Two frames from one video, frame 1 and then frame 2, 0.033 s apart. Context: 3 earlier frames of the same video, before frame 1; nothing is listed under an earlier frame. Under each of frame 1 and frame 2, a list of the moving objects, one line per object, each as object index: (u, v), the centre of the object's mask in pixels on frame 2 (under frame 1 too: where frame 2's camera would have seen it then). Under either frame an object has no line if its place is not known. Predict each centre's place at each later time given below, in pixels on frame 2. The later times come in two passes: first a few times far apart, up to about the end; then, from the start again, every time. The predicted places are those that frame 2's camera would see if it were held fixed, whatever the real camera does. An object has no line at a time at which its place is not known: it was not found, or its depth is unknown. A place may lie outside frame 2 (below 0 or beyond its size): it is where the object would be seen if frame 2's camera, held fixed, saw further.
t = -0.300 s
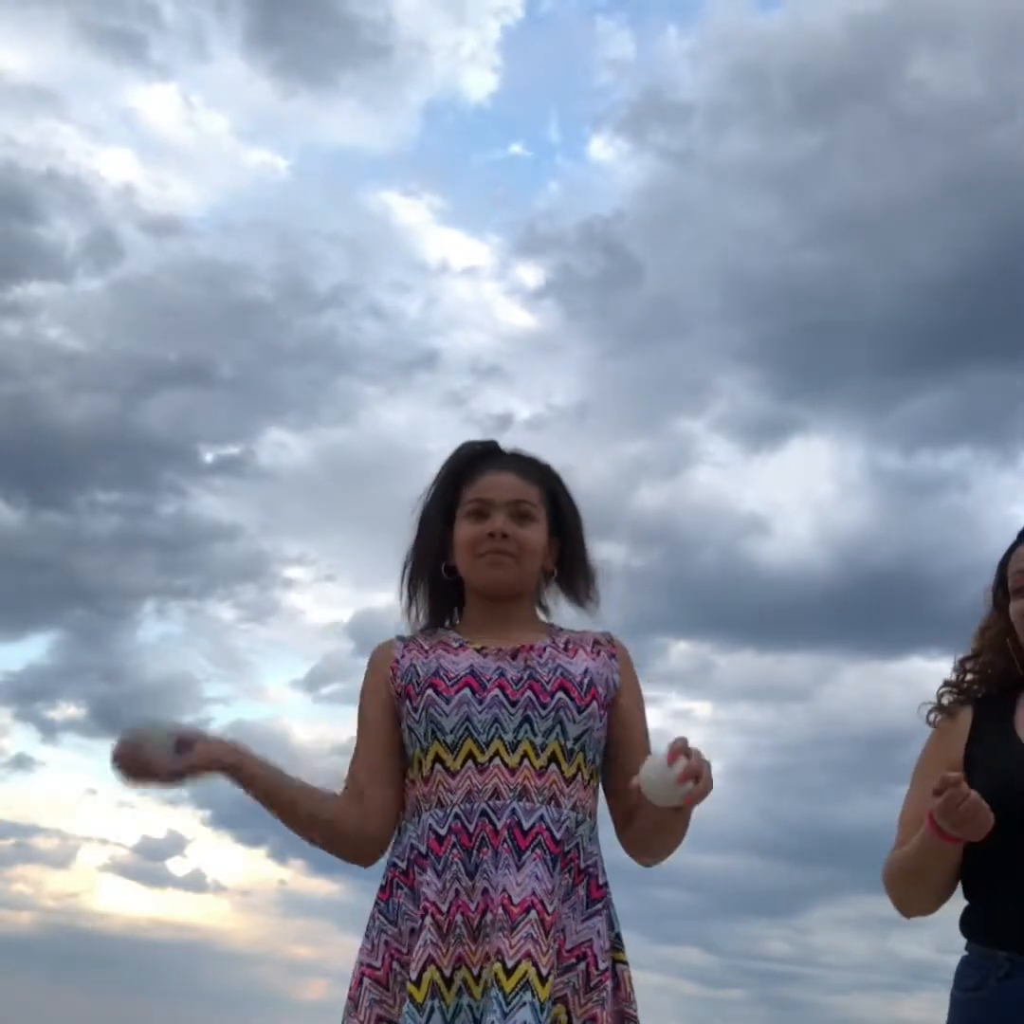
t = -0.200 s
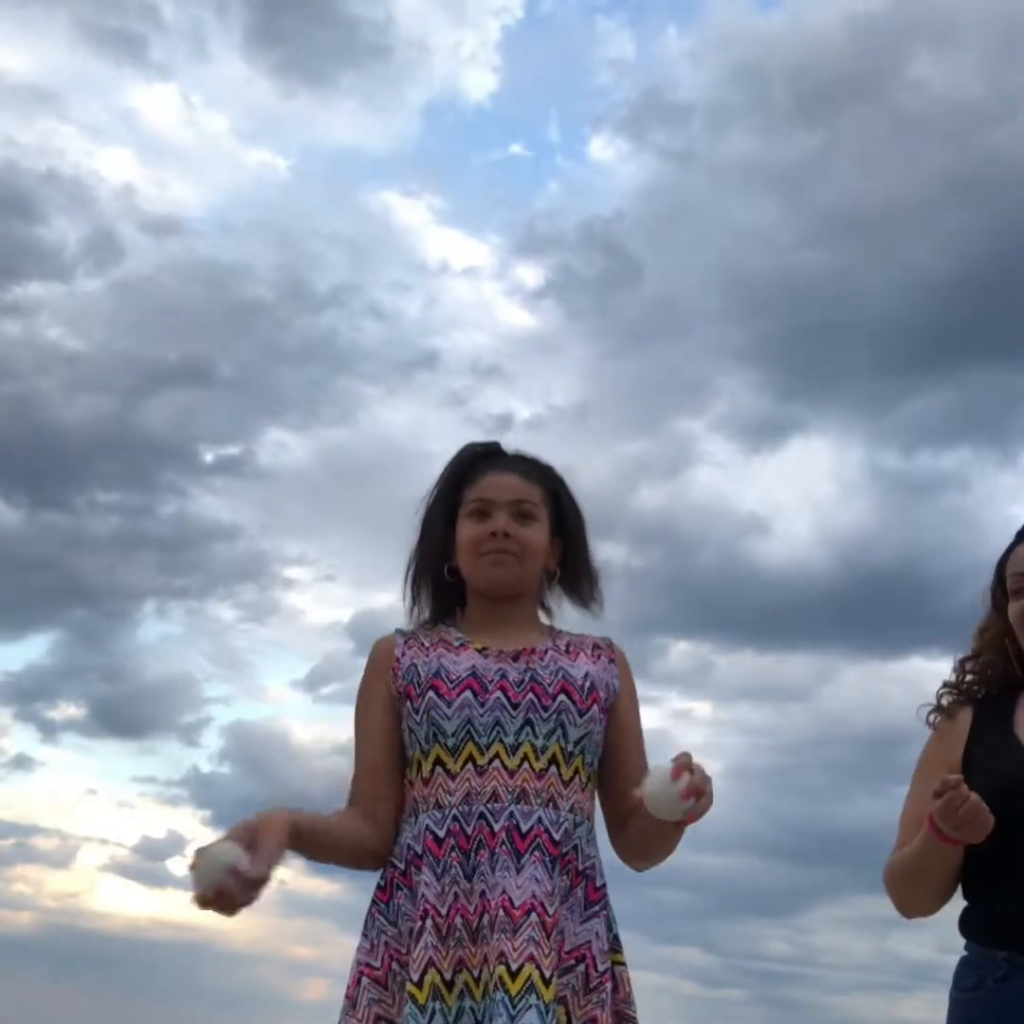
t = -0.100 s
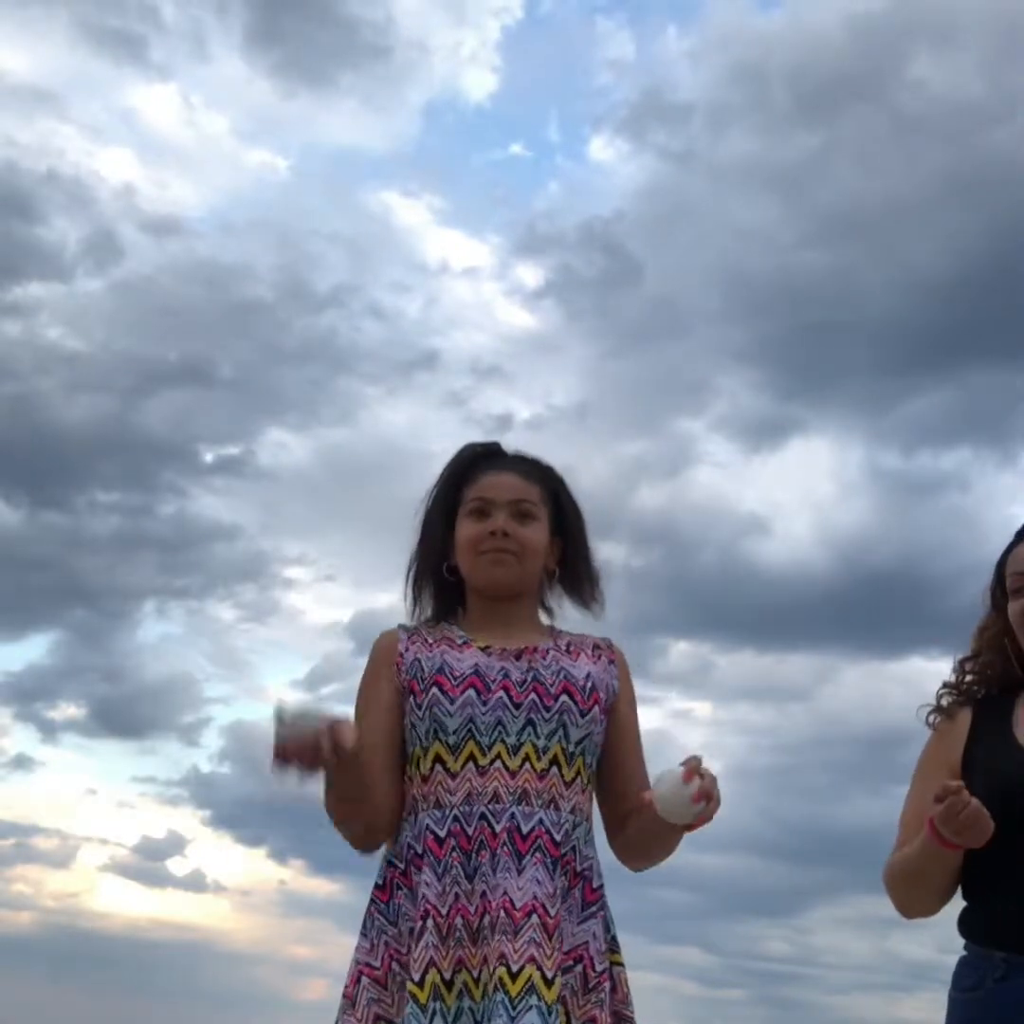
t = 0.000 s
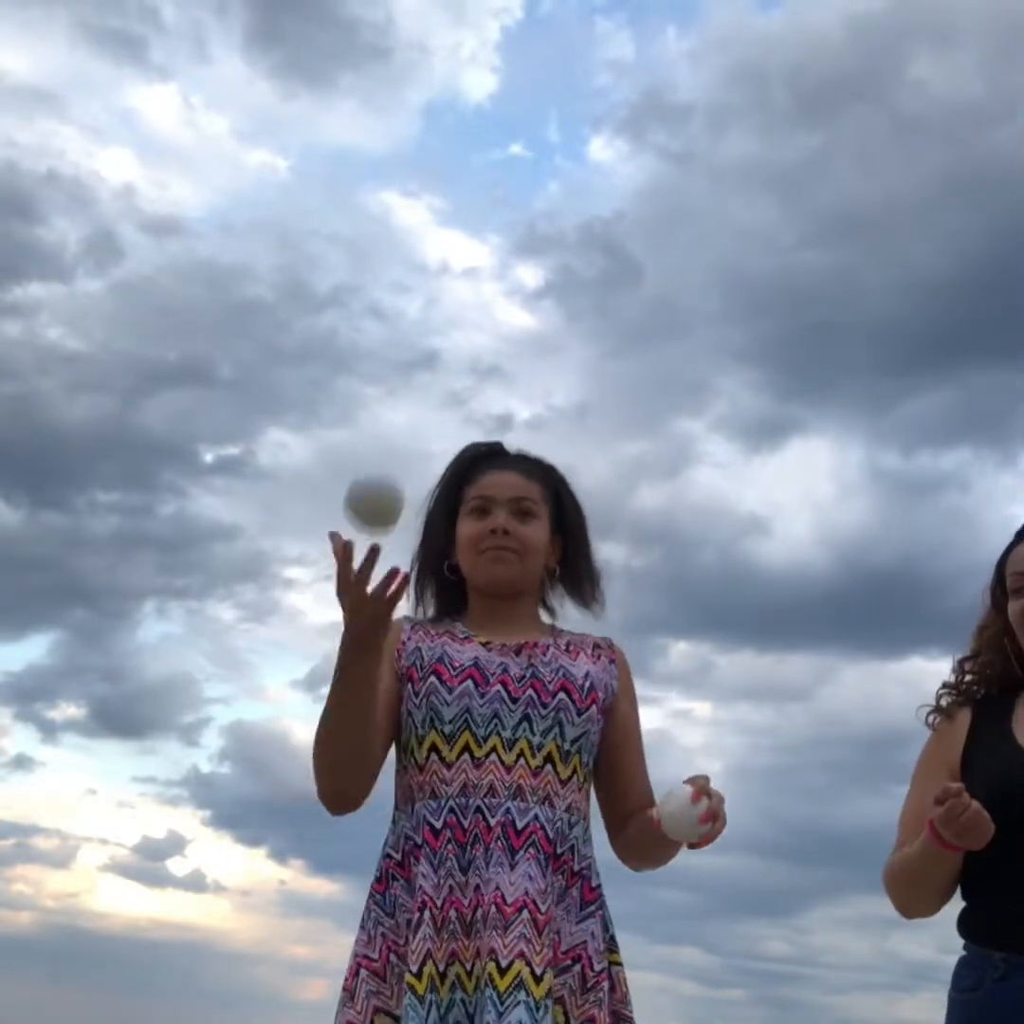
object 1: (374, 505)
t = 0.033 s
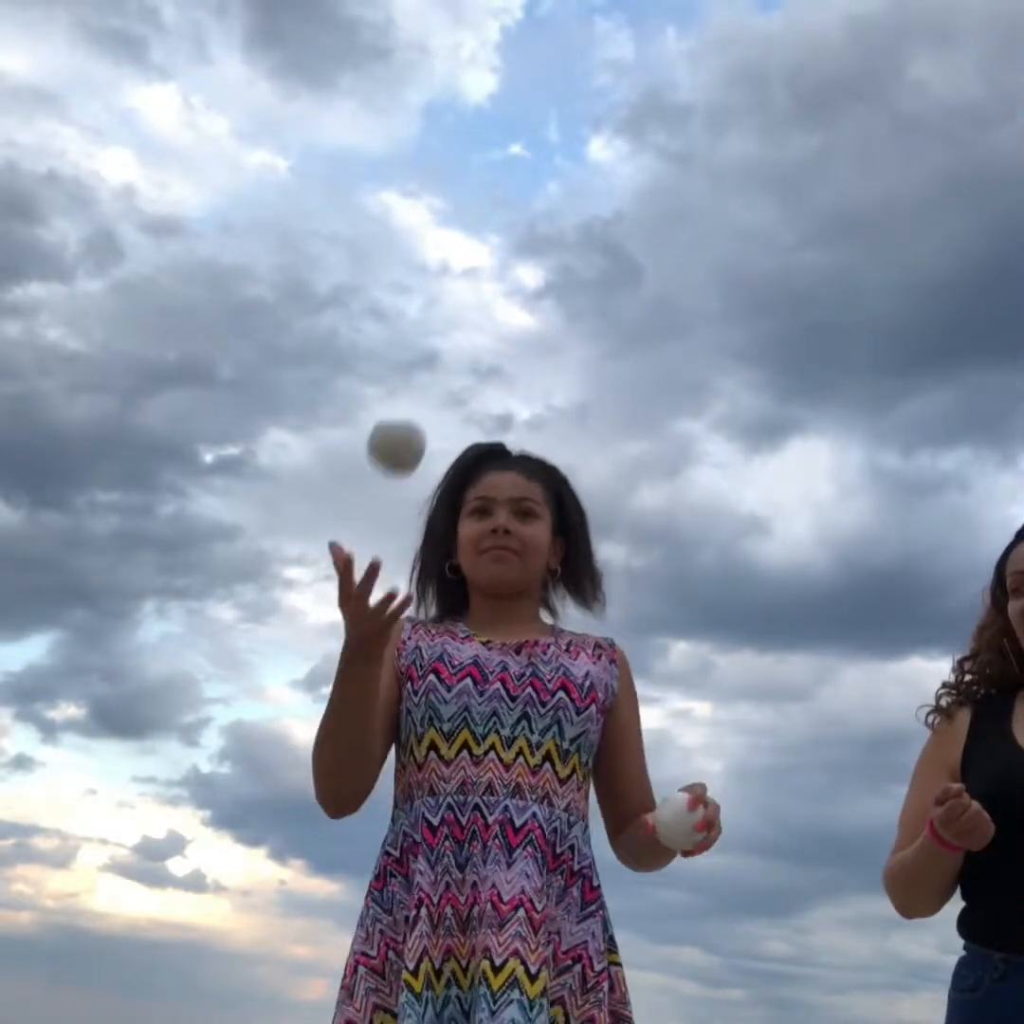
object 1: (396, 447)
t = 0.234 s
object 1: (502, 284)
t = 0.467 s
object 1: (586, 442)
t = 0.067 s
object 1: (417, 400)
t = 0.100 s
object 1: (436, 360)
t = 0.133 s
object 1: (454, 329)
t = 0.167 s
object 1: (471, 307)
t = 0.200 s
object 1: (487, 291)
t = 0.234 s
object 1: (502, 284)
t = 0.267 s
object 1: (516, 283)
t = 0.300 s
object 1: (529, 290)
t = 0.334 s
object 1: (542, 305)
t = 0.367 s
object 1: (554, 328)
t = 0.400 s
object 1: (565, 358)
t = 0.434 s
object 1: (576, 396)
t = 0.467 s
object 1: (586, 442)
